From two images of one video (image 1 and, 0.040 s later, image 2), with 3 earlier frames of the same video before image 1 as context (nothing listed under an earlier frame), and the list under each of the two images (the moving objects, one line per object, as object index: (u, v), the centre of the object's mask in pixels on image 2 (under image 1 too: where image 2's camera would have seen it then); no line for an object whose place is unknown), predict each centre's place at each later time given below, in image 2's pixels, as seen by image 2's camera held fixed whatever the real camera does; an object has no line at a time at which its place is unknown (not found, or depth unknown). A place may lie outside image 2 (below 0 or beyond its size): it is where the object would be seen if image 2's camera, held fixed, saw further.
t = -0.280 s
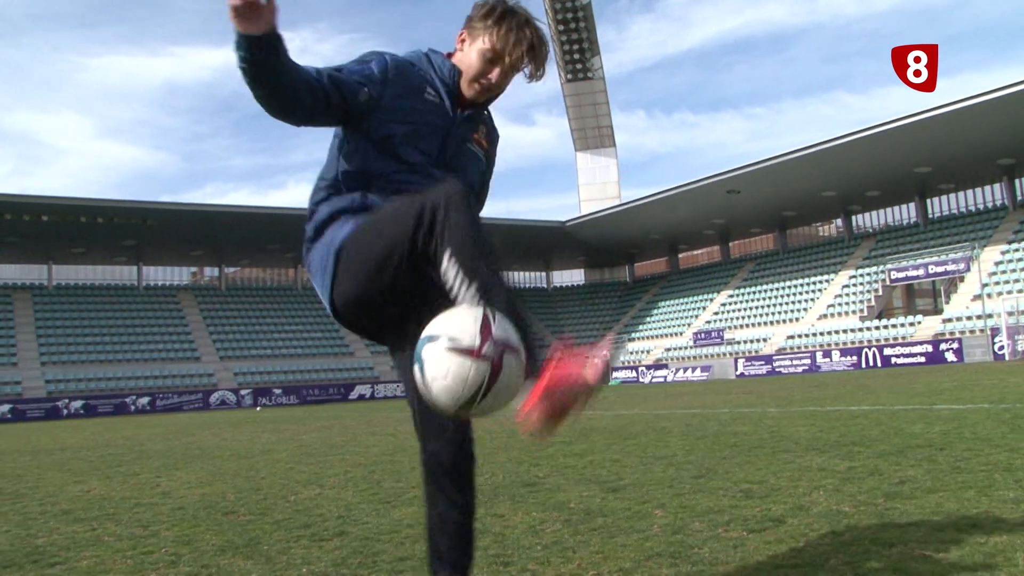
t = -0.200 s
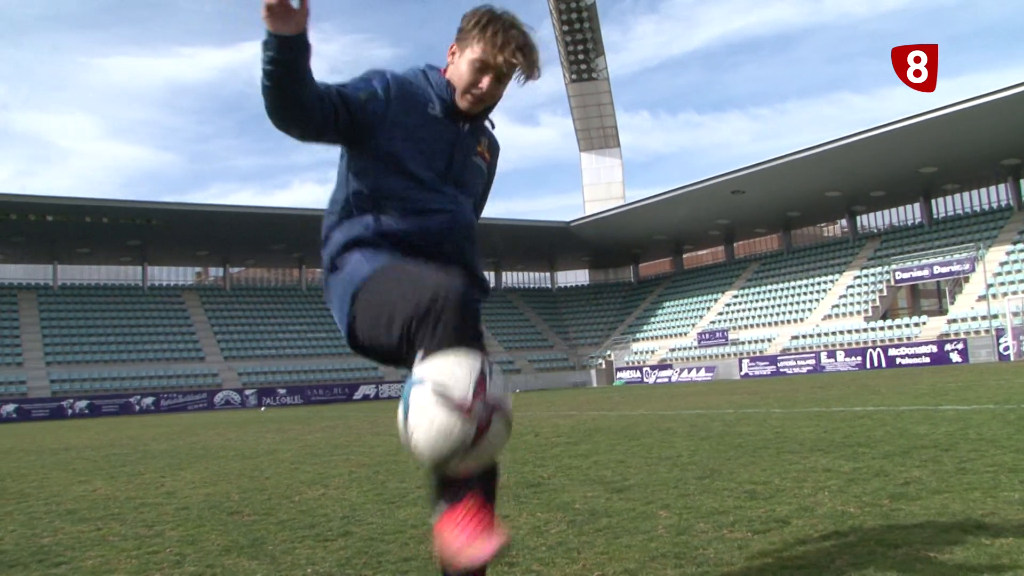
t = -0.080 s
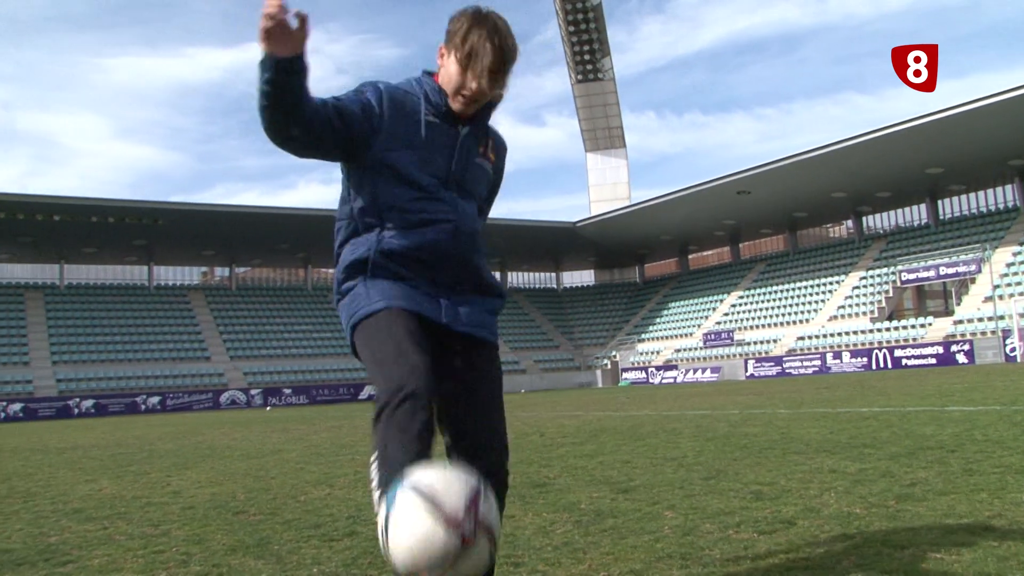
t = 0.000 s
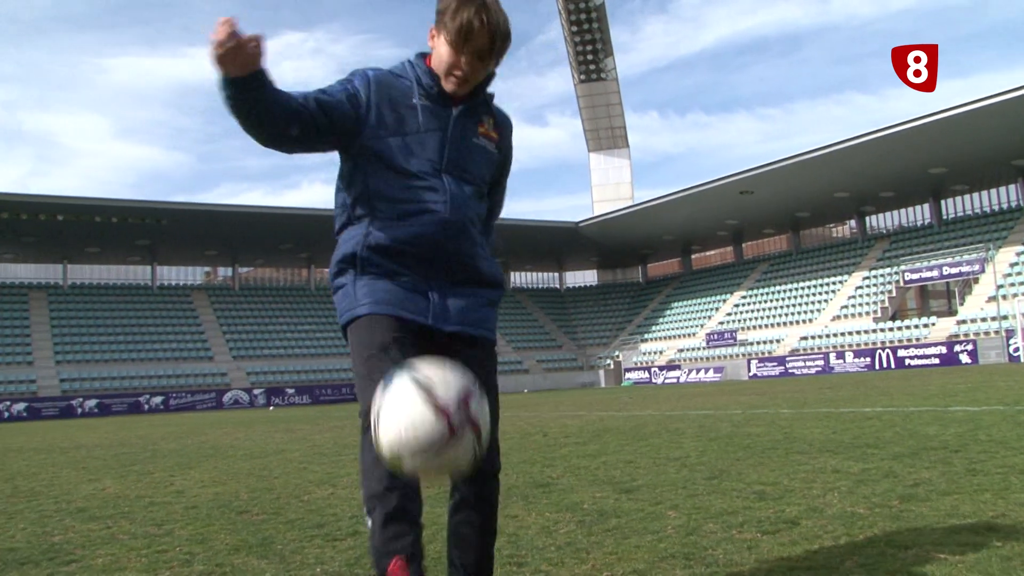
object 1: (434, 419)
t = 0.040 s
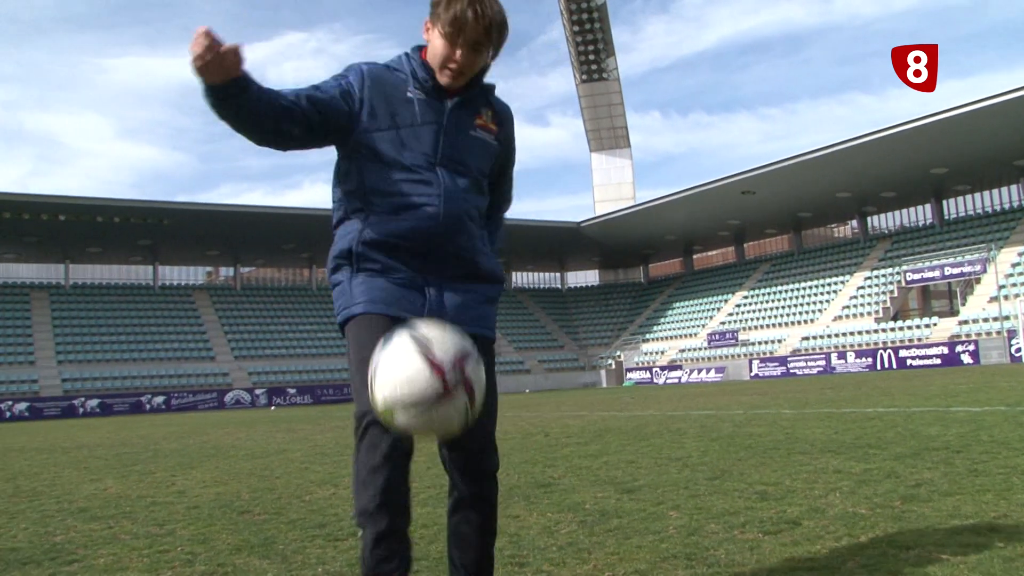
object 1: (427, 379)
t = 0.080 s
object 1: (421, 347)
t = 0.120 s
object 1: (416, 327)
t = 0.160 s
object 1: (411, 311)
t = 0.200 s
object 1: (408, 303)
